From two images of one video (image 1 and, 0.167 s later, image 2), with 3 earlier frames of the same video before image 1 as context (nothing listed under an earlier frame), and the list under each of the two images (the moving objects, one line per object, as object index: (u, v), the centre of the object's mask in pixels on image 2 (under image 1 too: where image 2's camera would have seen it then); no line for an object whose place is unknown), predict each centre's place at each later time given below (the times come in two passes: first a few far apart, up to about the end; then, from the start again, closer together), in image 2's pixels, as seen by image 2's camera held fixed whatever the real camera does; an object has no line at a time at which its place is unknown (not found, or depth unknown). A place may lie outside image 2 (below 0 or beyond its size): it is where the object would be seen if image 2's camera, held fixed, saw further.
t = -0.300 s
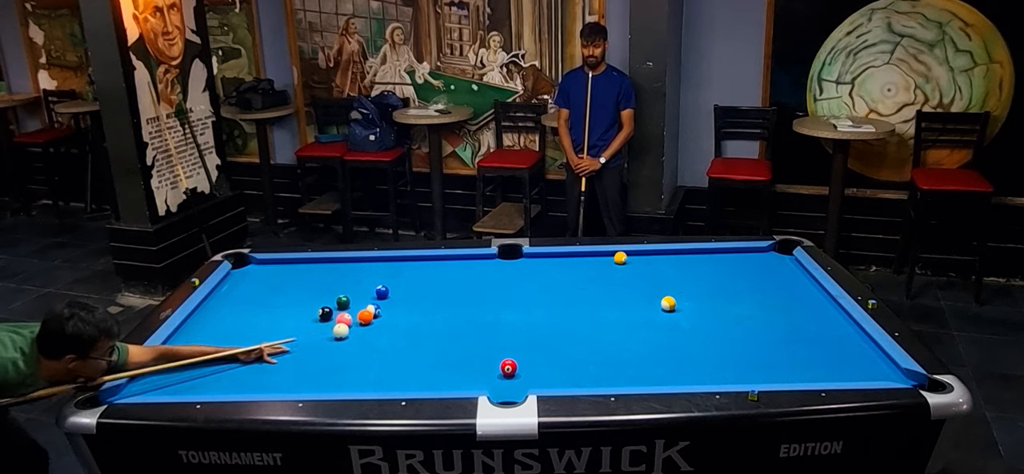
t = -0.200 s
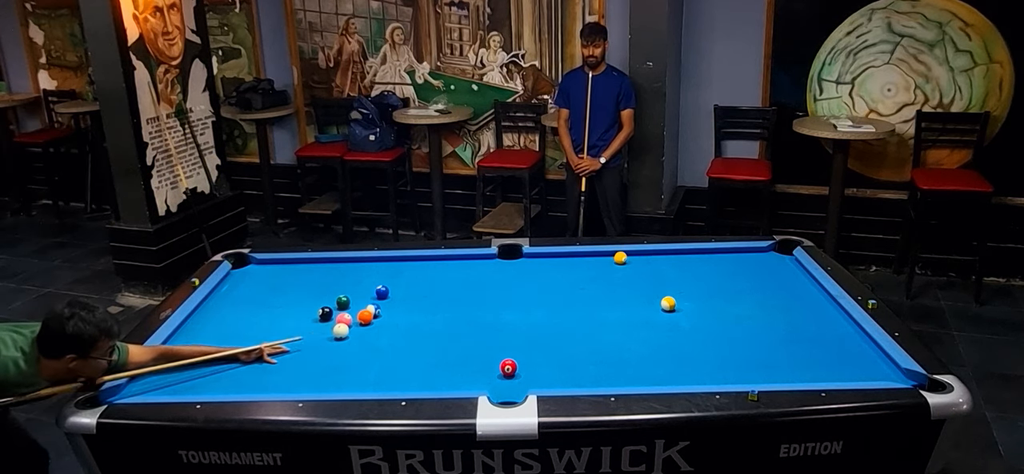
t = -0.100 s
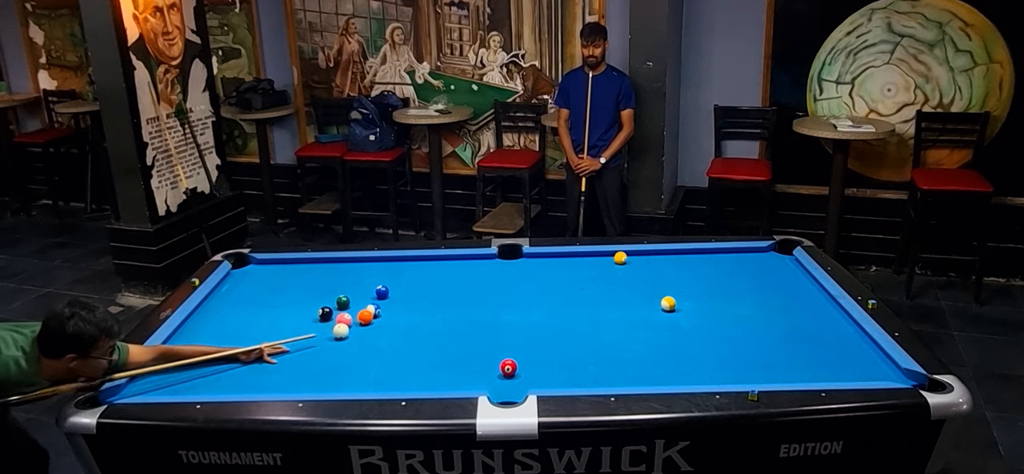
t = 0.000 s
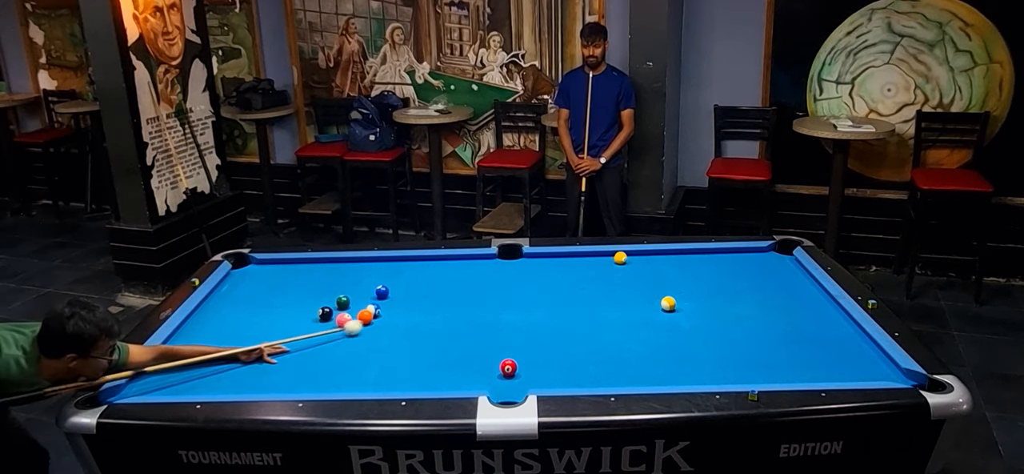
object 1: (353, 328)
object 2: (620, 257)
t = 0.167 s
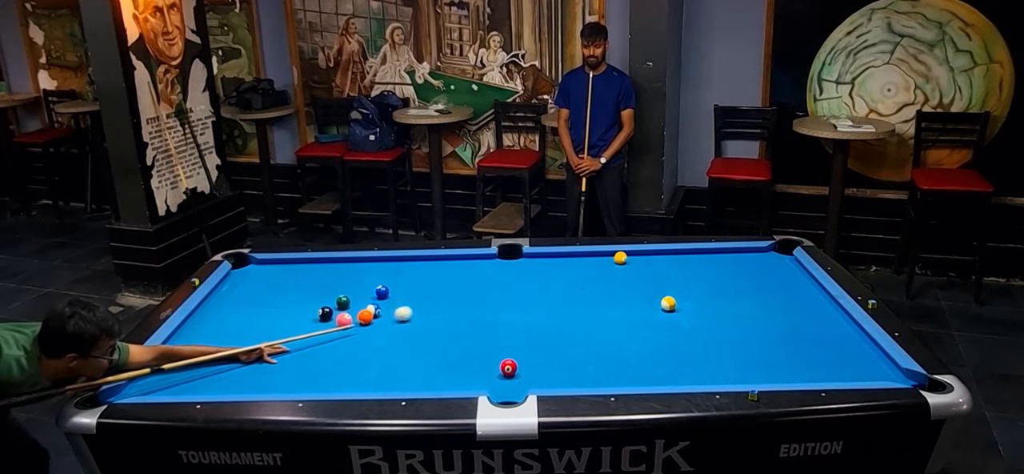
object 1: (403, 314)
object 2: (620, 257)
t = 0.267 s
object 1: (431, 306)
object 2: (620, 257)
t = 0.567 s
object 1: (507, 285)
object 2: (620, 257)
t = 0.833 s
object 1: (567, 269)
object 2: (620, 257)
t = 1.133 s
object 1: (611, 255)
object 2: (634, 258)
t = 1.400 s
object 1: (625, 263)
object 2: (666, 258)
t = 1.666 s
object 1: (638, 272)
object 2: (696, 259)
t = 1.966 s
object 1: (653, 281)
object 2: (728, 259)
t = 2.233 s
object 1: (666, 289)
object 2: (755, 259)
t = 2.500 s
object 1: (679, 297)
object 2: (780, 260)
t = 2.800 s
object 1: (692, 306)
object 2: (782, 261)
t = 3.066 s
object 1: (703, 313)
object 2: (770, 262)
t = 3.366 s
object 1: (715, 322)
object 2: (758, 263)
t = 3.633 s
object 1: (726, 328)
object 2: (748, 264)
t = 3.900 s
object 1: (735, 334)
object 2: (740, 264)
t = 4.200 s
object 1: (745, 341)
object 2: (733, 265)
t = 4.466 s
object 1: (753, 345)
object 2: (729, 266)
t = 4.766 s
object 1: (760, 350)
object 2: (725, 266)
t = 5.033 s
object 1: (765, 354)
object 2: (723, 266)
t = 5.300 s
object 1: (769, 356)
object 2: (722, 266)
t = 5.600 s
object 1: (772, 358)
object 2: (722, 266)
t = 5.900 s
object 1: (774, 359)
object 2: (722, 266)
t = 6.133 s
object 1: (774, 359)
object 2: (722, 266)
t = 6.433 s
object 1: (774, 359)
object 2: (722, 266)
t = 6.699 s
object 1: (774, 359)
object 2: (722, 266)
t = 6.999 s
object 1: (774, 359)
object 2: (722, 266)
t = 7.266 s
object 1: (774, 359)
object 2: (722, 266)
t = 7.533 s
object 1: (774, 358)
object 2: (722, 266)
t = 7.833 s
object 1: (774, 359)
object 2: (722, 266)
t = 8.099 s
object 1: (774, 358)
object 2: (722, 266)
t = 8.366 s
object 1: (774, 358)
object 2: (722, 266)
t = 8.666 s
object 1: (774, 358)
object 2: (722, 266)
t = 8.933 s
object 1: (774, 358)
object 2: (722, 266)
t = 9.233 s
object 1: (774, 358)
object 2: (722, 266)
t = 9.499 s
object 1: (774, 358)
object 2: (722, 266)
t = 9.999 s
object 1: (774, 358)
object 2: (722, 266)
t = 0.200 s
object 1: (412, 311)
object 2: (620, 257)
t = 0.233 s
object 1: (422, 308)
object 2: (620, 257)
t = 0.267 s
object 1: (431, 306)
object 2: (620, 257)
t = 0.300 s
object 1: (440, 304)
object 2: (620, 257)
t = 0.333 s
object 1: (449, 301)
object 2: (620, 257)
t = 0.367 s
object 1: (457, 299)
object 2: (620, 257)
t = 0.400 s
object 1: (466, 296)
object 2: (620, 257)
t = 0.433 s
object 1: (475, 294)
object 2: (620, 257)
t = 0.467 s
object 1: (483, 292)
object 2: (620, 257)
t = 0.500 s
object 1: (491, 289)
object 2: (620, 257)
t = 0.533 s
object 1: (499, 287)
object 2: (620, 257)
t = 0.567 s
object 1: (507, 285)
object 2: (620, 257)
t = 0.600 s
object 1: (515, 283)
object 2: (620, 257)
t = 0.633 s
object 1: (523, 281)
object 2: (620, 257)
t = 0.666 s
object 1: (530, 279)
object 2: (620, 257)
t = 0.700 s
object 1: (538, 277)
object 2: (620, 257)
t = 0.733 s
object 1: (545, 274)
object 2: (620, 257)
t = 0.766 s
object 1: (553, 273)
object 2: (620, 257)
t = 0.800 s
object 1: (560, 271)
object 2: (620, 257)
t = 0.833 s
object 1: (567, 269)
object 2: (620, 257)
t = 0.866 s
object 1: (574, 267)
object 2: (620, 257)
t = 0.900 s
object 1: (581, 265)
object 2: (620, 257)
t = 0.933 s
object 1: (588, 263)
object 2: (620, 257)
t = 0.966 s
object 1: (594, 261)
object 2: (620, 257)
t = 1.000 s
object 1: (601, 259)
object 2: (620, 257)
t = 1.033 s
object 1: (607, 257)
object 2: (620, 257)
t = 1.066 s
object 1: (608, 255)
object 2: (625, 257)
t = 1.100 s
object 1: (610, 254)
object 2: (630, 257)
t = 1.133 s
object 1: (611, 255)
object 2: (634, 258)
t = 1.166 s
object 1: (613, 256)
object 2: (638, 257)
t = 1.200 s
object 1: (615, 257)
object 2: (642, 257)
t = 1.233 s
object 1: (616, 258)
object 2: (647, 258)
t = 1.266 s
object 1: (618, 259)
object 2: (650, 258)
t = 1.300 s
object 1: (620, 260)
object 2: (654, 258)
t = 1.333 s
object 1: (622, 261)
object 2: (658, 258)
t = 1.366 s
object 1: (623, 262)
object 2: (662, 258)
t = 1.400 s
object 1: (625, 263)
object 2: (666, 258)
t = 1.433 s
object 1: (626, 264)
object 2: (670, 258)
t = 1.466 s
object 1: (628, 265)
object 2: (673, 258)
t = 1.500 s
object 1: (630, 266)
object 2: (677, 258)
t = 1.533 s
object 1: (631, 267)
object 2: (681, 258)
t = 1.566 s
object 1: (633, 268)
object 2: (685, 258)
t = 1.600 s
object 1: (635, 269)
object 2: (688, 258)
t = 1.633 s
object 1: (636, 270)
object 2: (692, 258)
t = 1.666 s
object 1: (638, 272)
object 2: (696, 259)
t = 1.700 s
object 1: (640, 273)
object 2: (700, 258)
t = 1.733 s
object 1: (641, 274)
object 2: (703, 259)
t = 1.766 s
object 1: (643, 275)
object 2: (707, 259)
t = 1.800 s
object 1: (645, 276)
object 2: (710, 259)
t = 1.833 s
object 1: (646, 277)
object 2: (714, 259)
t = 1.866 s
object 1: (648, 278)
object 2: (717, 259)
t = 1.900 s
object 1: (649, 279)
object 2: (721, 259)
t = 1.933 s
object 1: (651, 280)
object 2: (725, 259)
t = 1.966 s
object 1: (653, 281)
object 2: (728, 259)
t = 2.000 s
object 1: (654, 282)
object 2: (732, 259)
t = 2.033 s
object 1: (656, 283)
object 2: (735, 259)
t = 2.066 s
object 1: (658, 284)
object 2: (738, 259)
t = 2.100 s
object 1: (659, 285)
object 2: (742, 259)
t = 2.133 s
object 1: (661, 286)
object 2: (745, 259)
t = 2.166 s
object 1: (662, 287)
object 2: (748, 259)
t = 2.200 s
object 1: (664, 288)
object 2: (752, 259)
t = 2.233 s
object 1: (666, 289)
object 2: (755, 259)
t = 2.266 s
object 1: (667, 289)
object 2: (758, 260)
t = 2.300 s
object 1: (669, 290)
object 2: (761, 259)
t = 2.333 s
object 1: (670, 291)
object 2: (764, 259)
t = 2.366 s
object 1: (672, 292)
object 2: (768, 259)
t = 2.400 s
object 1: (674, 293)
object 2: (771, 260)
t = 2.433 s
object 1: (676, 294)
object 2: (774, 260)
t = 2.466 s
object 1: (677, 295)
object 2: (777, 260)
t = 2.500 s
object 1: (679, 297)
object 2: (780, 260)
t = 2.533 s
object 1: (680, 298)
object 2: (783, 260)
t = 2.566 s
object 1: (681, 299)
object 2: (786, 260)
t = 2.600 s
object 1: (683, 300)
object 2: (789, 260)
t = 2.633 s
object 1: (684, 301)
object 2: (790, 260)
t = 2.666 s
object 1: (686, 302)
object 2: (789, 260)
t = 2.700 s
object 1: (687, 303)
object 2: (787, 260)
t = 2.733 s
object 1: (689, 304)
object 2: (785, 260)
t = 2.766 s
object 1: (690, 305)
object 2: (784, 261)
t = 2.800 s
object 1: (692, 306)
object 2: (782, 261)
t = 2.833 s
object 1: (693, 307)
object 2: (781, 261)
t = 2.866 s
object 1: (695, 308)
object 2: (779, 261)
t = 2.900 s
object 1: (696, 309)
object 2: (777, 261)
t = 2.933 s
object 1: (697, 310)
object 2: (776, 261)
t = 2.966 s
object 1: (699, 311)
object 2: (774, 261)
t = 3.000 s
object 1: (700, 311)
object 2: (773, 262)
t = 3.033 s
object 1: (702, 312)
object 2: (771, 262)
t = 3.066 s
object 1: (703, 313)
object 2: (770, 262)
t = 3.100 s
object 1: (704, 314)
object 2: (769, 262)
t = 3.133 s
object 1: (706, 315)
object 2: (767, 262)
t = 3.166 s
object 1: (707, 316)
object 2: (766, 262)
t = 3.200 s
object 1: (709, 317)
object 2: (764, 262)
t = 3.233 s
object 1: (710, 318)
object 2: (763, 262)
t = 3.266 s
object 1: (711, 319)
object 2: (762, 263)
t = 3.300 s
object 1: (713, 320)
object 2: (760, 263)
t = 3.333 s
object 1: (714, 321)
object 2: (759, 263)
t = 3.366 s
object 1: (715, 322)
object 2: (758, 263)
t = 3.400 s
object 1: (717, 322)
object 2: (757, 263)
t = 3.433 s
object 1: (718, 323)
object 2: (755, 263)
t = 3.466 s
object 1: (719, 324)
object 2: (754, 263)
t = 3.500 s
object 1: (721, 325)
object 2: (753, 263)
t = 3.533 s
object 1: (722, 326)
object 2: (752, 263)
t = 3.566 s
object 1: (723, 326)
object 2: (751, 264)
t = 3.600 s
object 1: (725, 327)
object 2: (750, 264)
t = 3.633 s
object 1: (726, 328)
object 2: (748, 264)
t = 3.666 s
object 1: (727, 329)
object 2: (747, 264)
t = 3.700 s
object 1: (728, 330)
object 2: (746, 264)
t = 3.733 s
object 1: (730, 331)
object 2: (745, 264)
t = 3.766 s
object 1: (731, 331)
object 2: (744, 264)
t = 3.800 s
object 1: (732, 332)
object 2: (743, 264)
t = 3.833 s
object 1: (733, 333)
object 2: (742, 264)
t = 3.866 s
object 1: (734, 334)
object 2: (742, 264)
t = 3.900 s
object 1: (735, 334)
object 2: (740, 264)
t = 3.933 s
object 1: (737, 335)
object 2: (740, 265)
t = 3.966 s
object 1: (738, 336)
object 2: (739, 265)
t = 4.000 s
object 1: (739, 337)
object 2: (738, 265)
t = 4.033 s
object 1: (740, 337)
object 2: (737, 265)
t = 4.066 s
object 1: (741, 338)
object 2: (736, 265)
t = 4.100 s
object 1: (742, 339)
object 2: (736, 265)
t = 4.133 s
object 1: (743, 339)
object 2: (735, 265)
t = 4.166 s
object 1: (744, 340)
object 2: (734, 265)
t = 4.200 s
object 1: (745, 341)
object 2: (733, 265)
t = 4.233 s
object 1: (746, 341)
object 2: (733, 265)
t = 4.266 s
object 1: (747, 342)
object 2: (732, 265)
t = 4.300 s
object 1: (748, 342)
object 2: (732, 265)
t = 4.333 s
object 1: (749, 343)
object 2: (731, 265)
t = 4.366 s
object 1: (750, 344)
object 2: (730, 266)
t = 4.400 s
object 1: (751, 344)
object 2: (730, 266)
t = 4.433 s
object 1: (752, 345)
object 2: (729, 266)
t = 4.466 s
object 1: (753, 345)
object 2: (729, 266)
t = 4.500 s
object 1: (754, 346)
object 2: (728, 266)
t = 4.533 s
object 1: (754, 347)
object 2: (728, 266)
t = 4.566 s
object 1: (755, 347)
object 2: (727, 266)
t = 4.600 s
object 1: (756, 347)
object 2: (727, 266)
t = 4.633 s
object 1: (757, 348)
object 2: (726, 266)
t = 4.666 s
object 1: (758, 349)
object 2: (726, 266)
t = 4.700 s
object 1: (759, 349)
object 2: (726, 266)
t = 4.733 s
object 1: (759, 350)
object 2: (725, 266)
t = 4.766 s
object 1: (760, 350)
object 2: (725, 266)
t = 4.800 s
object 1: (761, 351)
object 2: (724, 266)
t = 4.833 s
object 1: (762, 351)
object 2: (724, 266)
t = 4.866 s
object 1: (762, 352)
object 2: (724, 266)
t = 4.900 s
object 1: (763, 352)
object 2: (723, 266)
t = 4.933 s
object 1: (764, 352)
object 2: (723, 266)
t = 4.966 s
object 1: (764, 353)
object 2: (723, 266)
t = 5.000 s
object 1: (765, 353)
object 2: (723, 266)
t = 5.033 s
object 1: (765, 354)
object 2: (723, 266)
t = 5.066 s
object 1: (767, 354)
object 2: (722, 266)
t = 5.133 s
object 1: (767, 355)
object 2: (722, 266)
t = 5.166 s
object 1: (767, 355)
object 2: (722, 266)
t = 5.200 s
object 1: (768, 355)
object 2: (722, 266)
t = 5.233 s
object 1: (768, 355)
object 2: (722, 266)
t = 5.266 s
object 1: (769, 356)
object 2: (722, 266)
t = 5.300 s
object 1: (769, 356)
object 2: (722, 266)
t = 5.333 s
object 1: (770, 357)
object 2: (722, 266)
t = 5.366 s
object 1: (770, 357)
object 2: (722, 266)
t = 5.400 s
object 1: (770, 357)
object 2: (722, 266)
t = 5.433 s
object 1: (771, 357)
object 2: (722, 266)
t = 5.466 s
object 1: (771, 357)
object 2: (722, 266)
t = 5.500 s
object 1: (771, 358)
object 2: (722, 266)
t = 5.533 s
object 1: (771, 358)
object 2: (722, 266)
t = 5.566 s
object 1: (772, 358)
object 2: (722, 266)
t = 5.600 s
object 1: (772, 358)
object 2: (722, 266)
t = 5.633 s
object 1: (773, 359)
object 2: (722, 266)
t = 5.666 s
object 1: (773, 359)
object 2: (722, 266)
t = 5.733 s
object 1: (773, 359)
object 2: (722, 266)
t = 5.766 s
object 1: (773, 359)
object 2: (722, 266)
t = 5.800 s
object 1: (773, 359)
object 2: (722, 266)
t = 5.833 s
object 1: (774, 359)
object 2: (722, 266)
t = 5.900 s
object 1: (774, 359)
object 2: (722, 266)
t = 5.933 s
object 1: (774, 359)
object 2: (722, 266)
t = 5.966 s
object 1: (774, 359)
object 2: (722, 266)
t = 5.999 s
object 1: (774, 359)
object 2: (722, 266)
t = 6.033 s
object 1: (774, 359)
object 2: (722, 266)
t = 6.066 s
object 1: (774, 359)
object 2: (722, 266)
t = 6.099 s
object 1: (774, 359)
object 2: (722, 266)
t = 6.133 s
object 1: (774, 359)
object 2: (722, 266)
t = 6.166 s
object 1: (774, 360)
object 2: (722, 266)
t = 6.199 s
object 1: (774, 359)
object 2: (722, 266)
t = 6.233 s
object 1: (774, 359)
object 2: (722, 266)
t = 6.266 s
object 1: (774, 359)
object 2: (722, 266)
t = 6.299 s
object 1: (774, 360)
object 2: (722, 266)
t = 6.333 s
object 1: (774, 360)
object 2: (722, 266)
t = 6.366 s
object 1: (774, 359)
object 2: (722, 266)
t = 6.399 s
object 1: (774, 359)
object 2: (722, 266)
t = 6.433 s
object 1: (774, 359)
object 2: (722, 266)
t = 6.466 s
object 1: (774, 359)
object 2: (722, 266)
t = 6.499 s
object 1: (774, 359)
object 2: (722, 266)
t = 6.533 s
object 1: (774, 359)
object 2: (722, 266)
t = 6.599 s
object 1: (774, 359)
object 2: (722, 266)
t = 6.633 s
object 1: (774, 359)
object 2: (722, 266)
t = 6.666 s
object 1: (774, 359)
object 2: (722, 266)
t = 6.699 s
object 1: (774, 359)
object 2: (722, 266)
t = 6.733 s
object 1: (774, 359)
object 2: (722, 266)
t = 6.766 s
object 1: (774, 359)
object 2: (722, 266)
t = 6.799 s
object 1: (774, 359)
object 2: (722, 266)
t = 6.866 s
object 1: (774, 358)
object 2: (722, 266)
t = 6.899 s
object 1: (774, 358)
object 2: (722, 266)
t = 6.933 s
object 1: (774, 358)
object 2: (722, 266)
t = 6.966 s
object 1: (774, 358)
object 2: (722, 266)
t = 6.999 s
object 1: (774, 359)
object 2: (722, 266)
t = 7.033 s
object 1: (774, 358)
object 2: (722, 266)
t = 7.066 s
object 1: (774, 358)
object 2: (722, 266)
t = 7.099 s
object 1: (774, 358)
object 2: (722, 266)
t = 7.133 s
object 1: (774, 358)
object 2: (722, 266)
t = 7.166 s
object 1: (774, 358)
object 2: (722, 266)
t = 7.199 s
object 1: (774, 358)
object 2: (722, 266)
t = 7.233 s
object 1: (774, 358)
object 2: (722, 266)
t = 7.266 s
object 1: (774, 359)
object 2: (722, 266)
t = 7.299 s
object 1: (774, 358)
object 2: (722, 266)
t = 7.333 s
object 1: (774, 358)
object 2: (722, 266)
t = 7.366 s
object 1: (774, 358)
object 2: (722, 266)
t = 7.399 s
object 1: (774, 359)
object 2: (722, 266)
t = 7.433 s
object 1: (774, 358)
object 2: (722, 266)
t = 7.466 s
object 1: (774, 358)
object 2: (722, 266)
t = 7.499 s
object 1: (774, 358)
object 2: (722, 266)
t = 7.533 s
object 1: (774, 358)
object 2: (722, 266)
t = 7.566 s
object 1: (774, 358)
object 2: (722, 266)
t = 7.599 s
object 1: (774, 359)
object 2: (722, 266)
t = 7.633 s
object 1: (774, 358)
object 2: (722, 266)
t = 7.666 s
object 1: (774, 358)
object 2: (722, 266)
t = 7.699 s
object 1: (774, 358)
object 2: (722, 266)
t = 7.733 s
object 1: (774, 359)
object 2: (722, 266)
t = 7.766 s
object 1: (774, 358)
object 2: (722, 266)
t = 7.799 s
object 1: (774, 359)
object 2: (722, 266)
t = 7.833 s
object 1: (774, 359)
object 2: (722, 266)
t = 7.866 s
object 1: (774, 358)
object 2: (722, 266)
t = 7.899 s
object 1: (774, 358)
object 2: (722, 266)
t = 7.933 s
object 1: (774, 359)
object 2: (722, 266)
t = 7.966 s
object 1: (774, 358)
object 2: (722, 266)
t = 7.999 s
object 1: (774, 359)
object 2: (722, 266)
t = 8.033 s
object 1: (774, 359)
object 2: (722, 266)
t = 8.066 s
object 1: (774, 358)
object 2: (722, 266)
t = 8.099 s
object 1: (774, 358)
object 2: (722, 266)
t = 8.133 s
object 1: (774, 358)
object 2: (722, 266)
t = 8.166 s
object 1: (774, 359)
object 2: (722, 266)
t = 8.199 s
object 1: (773, 358)
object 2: (722, 266)
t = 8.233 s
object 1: (774, 358)
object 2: (722, 266)
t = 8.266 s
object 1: (774, 358)
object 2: (722, 266)
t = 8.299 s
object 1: (774, 358)
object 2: (722, 266)
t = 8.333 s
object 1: (774, 358)
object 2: (722, 266)
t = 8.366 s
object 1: (774, 358)
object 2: (722, 266)
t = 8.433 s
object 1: (774, 359)
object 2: (722, 266)
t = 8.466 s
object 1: (774, 358)
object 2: (722, 266)
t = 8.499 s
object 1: (774, 358)
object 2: (722, 266)
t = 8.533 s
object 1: (774, 358)
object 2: (722, 266)
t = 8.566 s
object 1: (774, 358)
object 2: (722, 266)
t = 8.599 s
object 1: (774, 358)
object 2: (722, 266)
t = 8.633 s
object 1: (774, 358)
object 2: (722, 266)
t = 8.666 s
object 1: (774, 358)
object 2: (722, 266)
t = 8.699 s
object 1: (774, 358)
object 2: (722, 266)
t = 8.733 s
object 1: (774, 358)
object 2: (722, 266)
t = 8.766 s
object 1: (774, 358)
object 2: (722, 266)
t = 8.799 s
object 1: (774, 358)
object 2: (722, 266)
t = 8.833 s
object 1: (774, 358)
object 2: (722, 266)
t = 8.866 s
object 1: (774, 358)
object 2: (722, 266)
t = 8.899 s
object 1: (774, 358)
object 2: (722, 266)
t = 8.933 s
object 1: (774, 358)
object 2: (722, 266)
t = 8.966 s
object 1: (774, 358)
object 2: (722, 266)
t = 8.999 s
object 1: (774, 358)
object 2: (722, 266)
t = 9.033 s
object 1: (774, 358)
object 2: (722, 266)
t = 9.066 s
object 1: (774, 358)
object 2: (722, 266)
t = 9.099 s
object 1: (774, 358)
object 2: (722, 266)
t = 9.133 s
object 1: (774, 358)
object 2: (722, 266)
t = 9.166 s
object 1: (774, 358)
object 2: (722, 266)
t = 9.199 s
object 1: (774, 358)
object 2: (722, 266)
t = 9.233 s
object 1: (774, 358)
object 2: (722, 266)
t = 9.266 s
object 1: (774, 358)
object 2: (722, 266)
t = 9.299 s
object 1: (774, 358)
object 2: (722, 266)
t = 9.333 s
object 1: (774, 358)
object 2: (722, 266)
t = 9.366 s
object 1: (774, 358)
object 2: (722, 266)
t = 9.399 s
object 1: (774, 358)
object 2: (722, 266)
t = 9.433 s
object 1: (774, 358)
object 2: (722, 266)
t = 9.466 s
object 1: (774, 358)
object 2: (722, 266)
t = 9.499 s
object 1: (774, 358)
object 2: (722, 266)
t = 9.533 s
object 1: (774, 359)
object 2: (722, 266)
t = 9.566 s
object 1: (774, 358)
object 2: (722, 266)
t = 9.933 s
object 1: (774, 358)
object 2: (722, 266)
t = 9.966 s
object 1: (774, 358)
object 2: (722, 266)
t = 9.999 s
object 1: (774, 358)
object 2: (722, 266)
